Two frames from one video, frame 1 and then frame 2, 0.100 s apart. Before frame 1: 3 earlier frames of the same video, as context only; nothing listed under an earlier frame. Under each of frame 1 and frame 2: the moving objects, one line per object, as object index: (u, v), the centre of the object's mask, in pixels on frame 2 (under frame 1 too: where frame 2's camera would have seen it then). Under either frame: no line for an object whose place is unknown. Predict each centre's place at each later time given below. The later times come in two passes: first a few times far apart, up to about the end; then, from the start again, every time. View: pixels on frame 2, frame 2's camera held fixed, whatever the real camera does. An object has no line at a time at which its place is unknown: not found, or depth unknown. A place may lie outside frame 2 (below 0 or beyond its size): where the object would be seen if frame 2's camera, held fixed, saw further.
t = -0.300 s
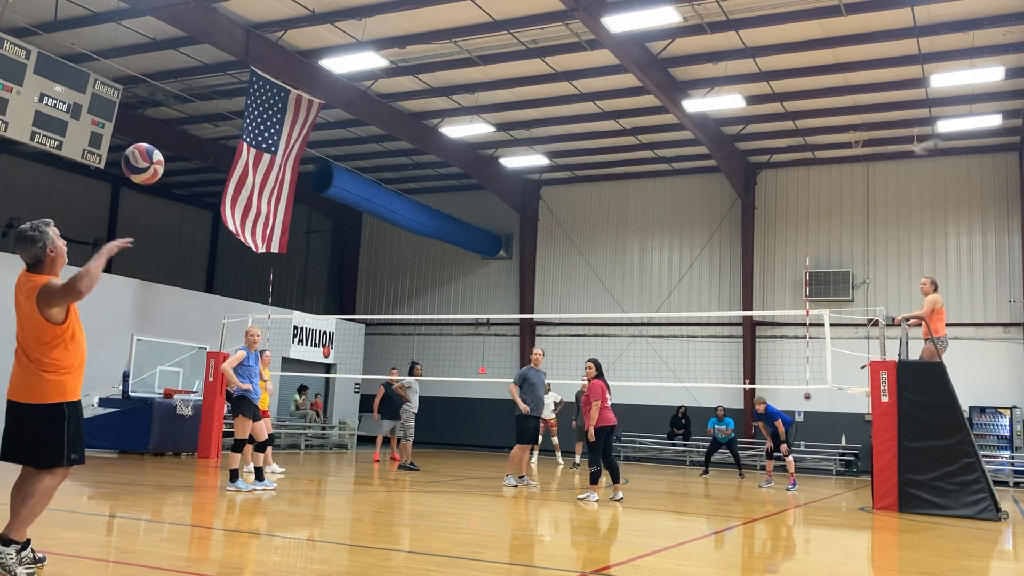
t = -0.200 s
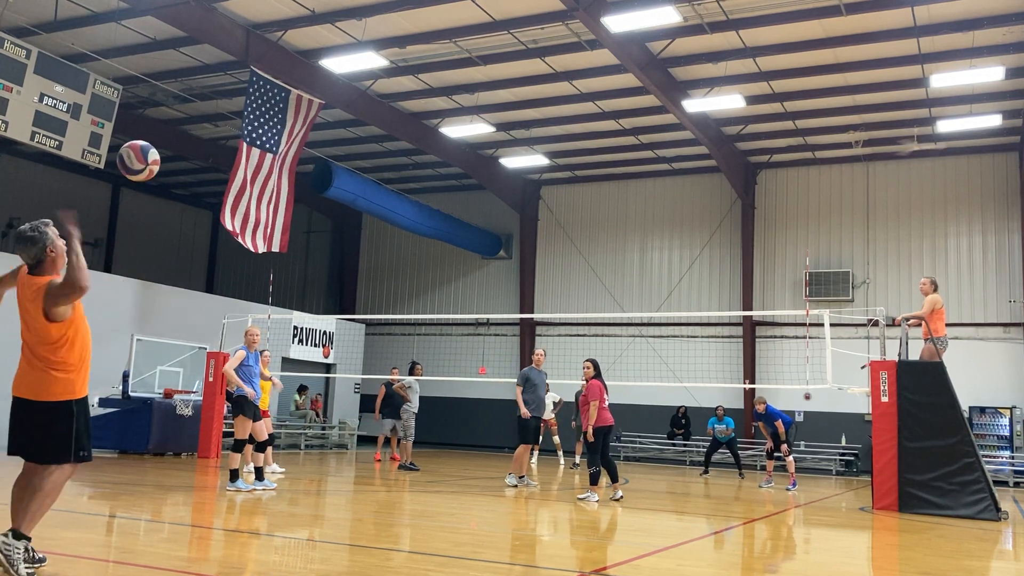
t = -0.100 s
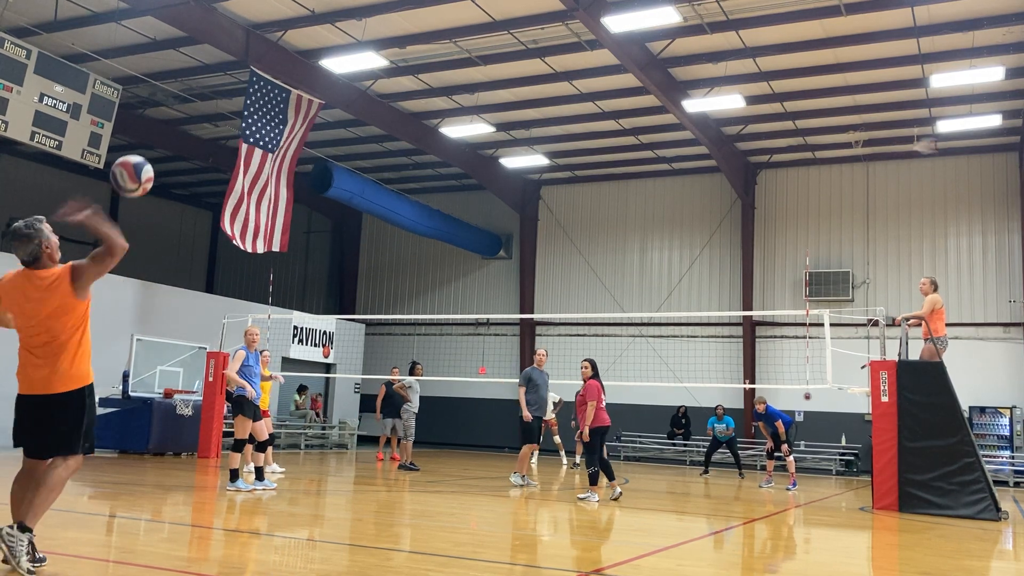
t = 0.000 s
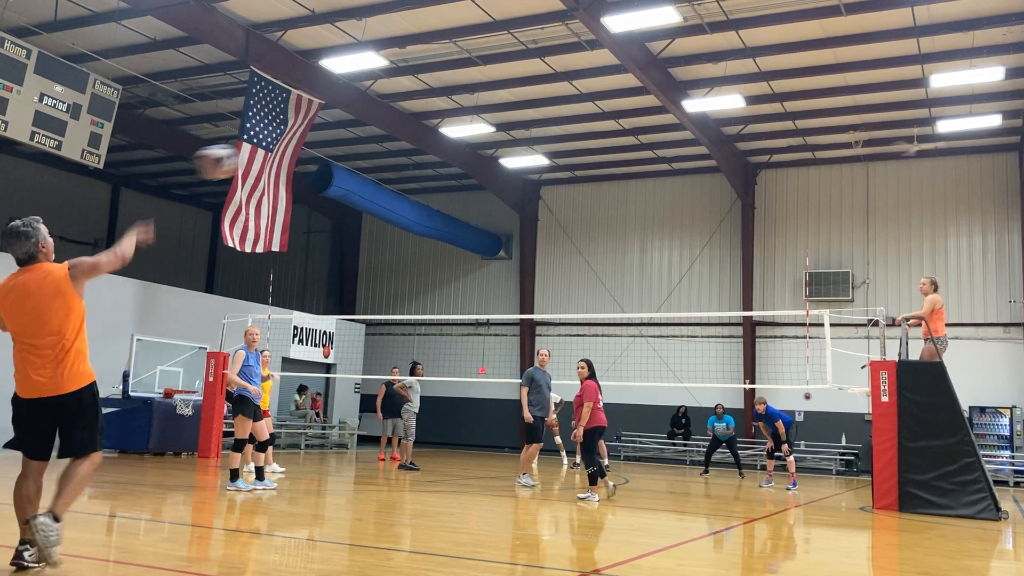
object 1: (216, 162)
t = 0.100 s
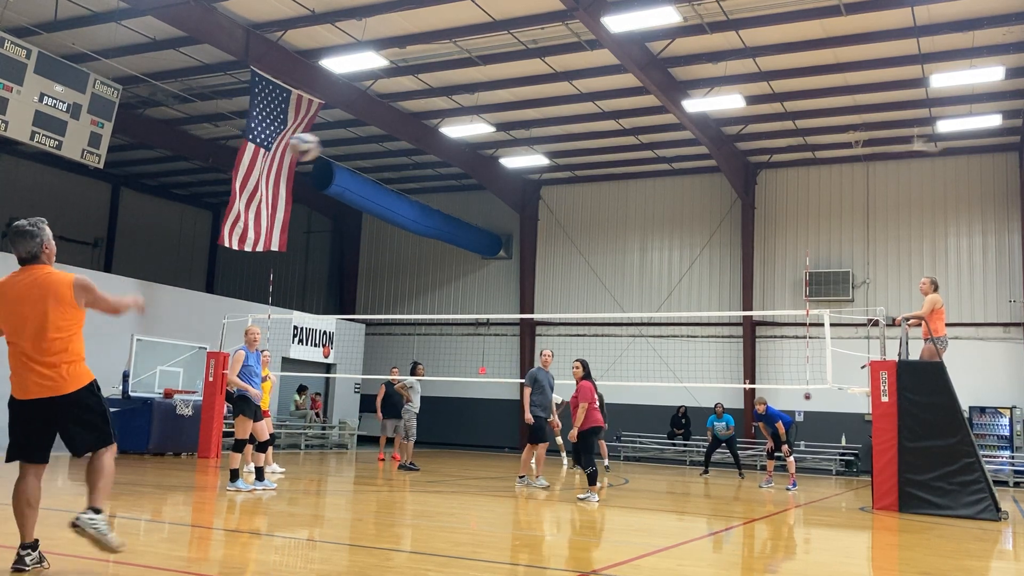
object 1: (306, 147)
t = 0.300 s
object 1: (398, 151)
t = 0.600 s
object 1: (457, 202)
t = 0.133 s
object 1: (324, 144)
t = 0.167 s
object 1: (343, 144)
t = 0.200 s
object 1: (360, 144)
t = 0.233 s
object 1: (374, 145)
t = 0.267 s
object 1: (387, 148)
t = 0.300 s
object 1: (398, 151)
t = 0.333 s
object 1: (407, 156)
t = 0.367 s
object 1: (416, 160)
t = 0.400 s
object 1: (423, 165)
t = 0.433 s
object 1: (430, 171)
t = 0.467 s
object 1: (437, 176)
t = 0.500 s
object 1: (442, 183)
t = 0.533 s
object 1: (448, 189)
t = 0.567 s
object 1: (452, 195)
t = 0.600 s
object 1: (457, 202)
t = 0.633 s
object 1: (461, 209)
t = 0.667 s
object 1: (465, 217)
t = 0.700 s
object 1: (469, 224)
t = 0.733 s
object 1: (473, 233)
